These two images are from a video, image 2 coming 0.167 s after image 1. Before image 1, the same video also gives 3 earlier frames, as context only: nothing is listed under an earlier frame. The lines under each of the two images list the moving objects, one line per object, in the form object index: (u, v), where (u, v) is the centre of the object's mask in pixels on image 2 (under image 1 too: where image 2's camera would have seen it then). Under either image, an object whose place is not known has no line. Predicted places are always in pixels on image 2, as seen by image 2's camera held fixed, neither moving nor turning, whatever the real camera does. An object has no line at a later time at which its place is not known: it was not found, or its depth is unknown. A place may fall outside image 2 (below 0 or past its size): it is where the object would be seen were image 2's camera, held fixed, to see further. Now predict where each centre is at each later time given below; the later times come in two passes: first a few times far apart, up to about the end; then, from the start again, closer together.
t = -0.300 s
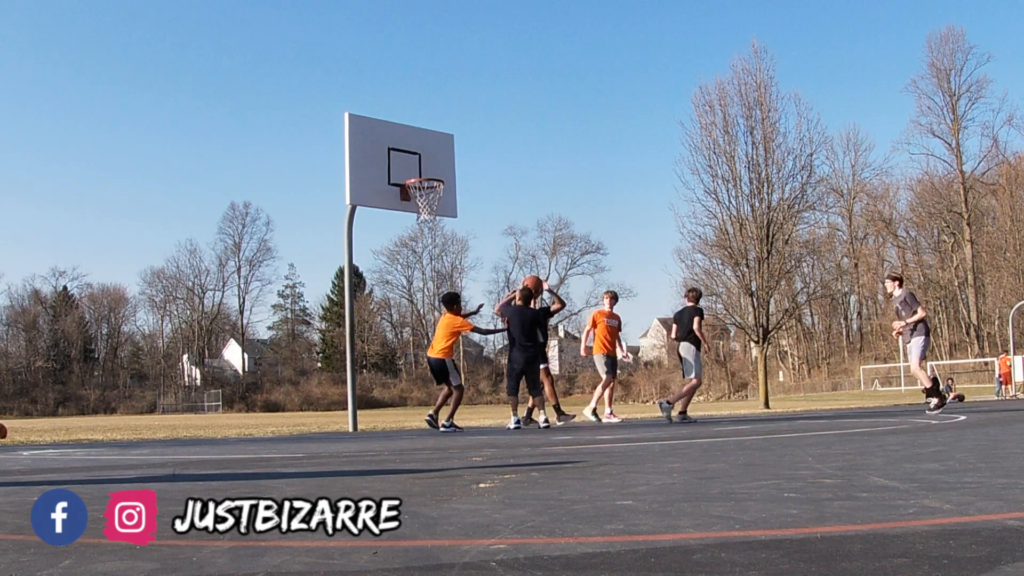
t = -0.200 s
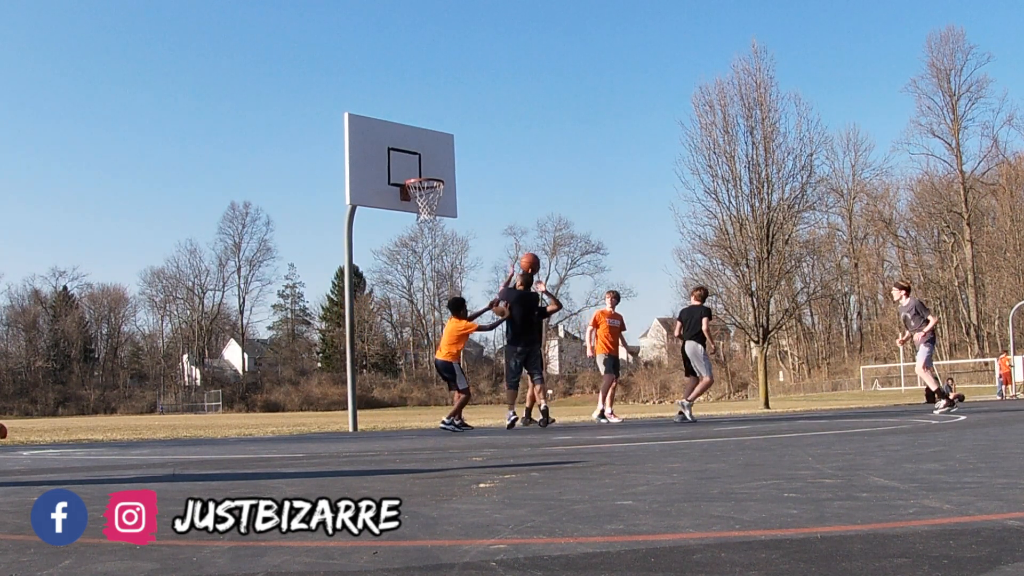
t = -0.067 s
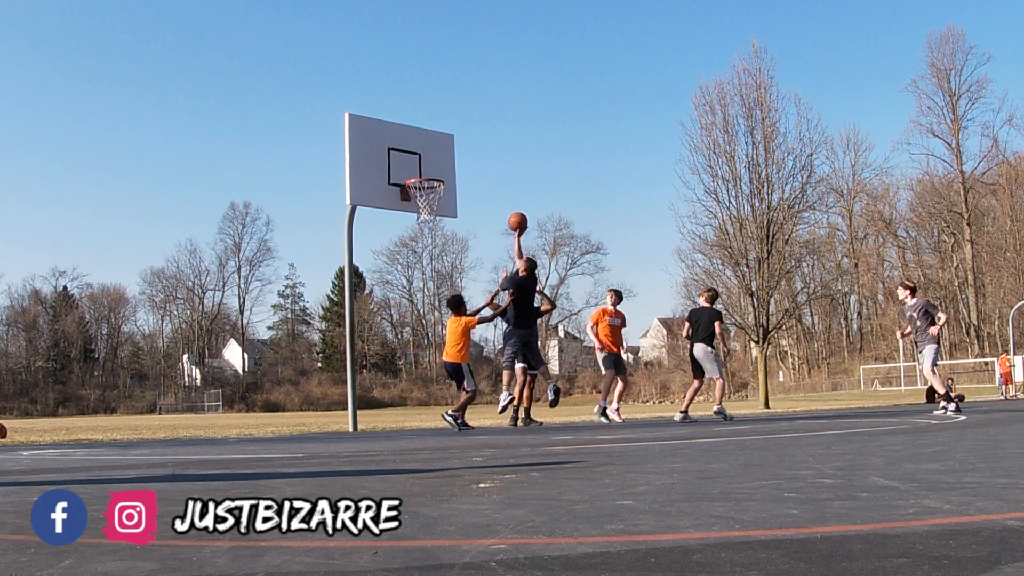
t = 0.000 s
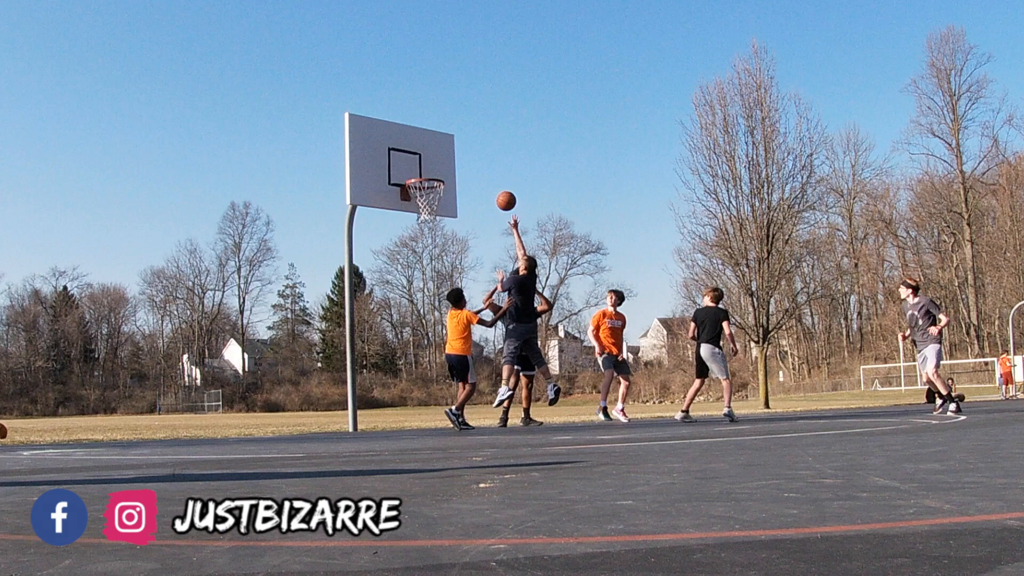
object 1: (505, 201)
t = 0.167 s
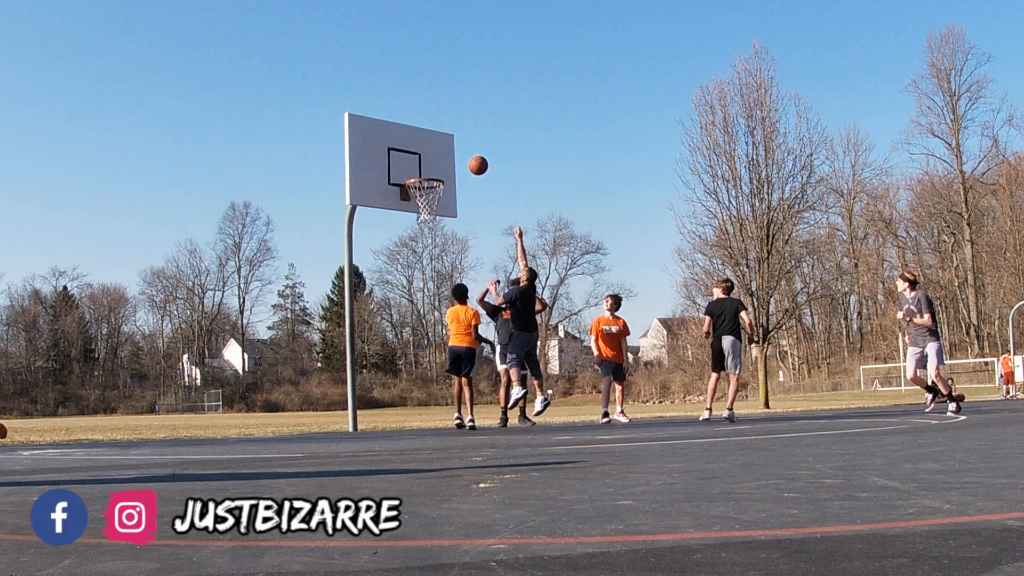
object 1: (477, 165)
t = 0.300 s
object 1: (456, 154)
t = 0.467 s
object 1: (432, 158)
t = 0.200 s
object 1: (472, 161)
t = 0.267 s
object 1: (461, 155)
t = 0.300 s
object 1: (456, 154)
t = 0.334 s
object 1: (451, 153)
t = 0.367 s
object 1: (446, 152)
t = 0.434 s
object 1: (436, 155)
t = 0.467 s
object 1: (432, 158)
